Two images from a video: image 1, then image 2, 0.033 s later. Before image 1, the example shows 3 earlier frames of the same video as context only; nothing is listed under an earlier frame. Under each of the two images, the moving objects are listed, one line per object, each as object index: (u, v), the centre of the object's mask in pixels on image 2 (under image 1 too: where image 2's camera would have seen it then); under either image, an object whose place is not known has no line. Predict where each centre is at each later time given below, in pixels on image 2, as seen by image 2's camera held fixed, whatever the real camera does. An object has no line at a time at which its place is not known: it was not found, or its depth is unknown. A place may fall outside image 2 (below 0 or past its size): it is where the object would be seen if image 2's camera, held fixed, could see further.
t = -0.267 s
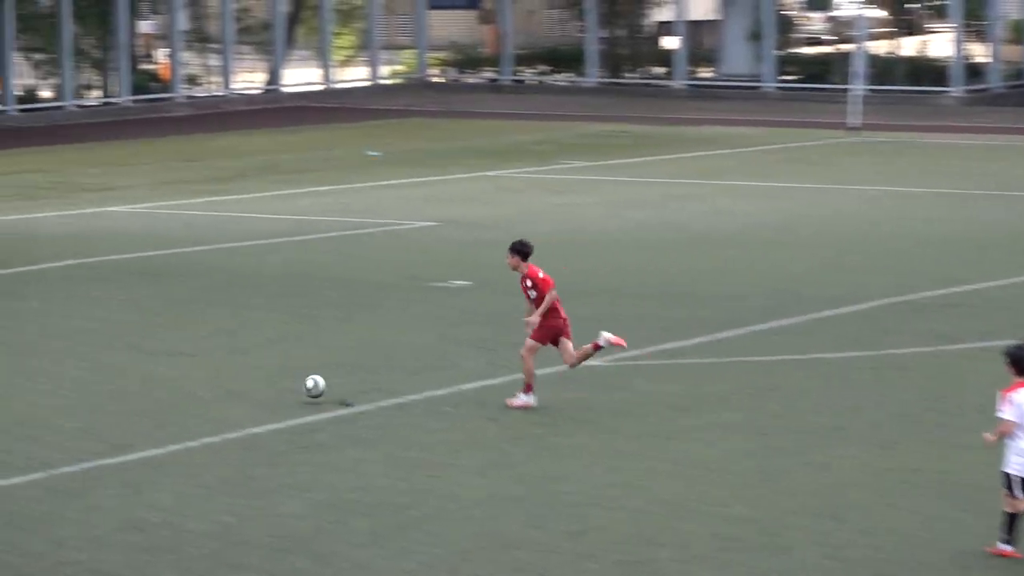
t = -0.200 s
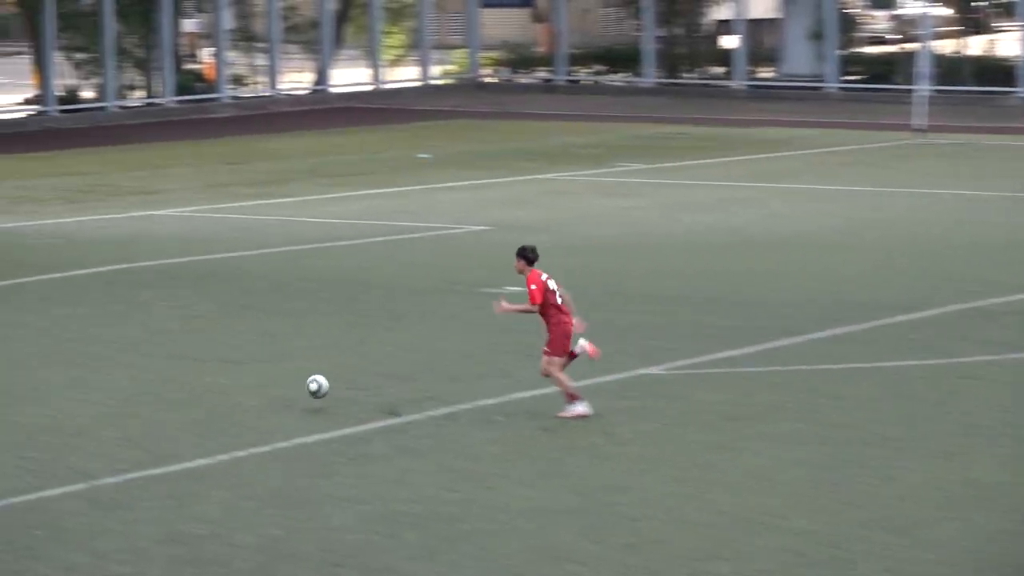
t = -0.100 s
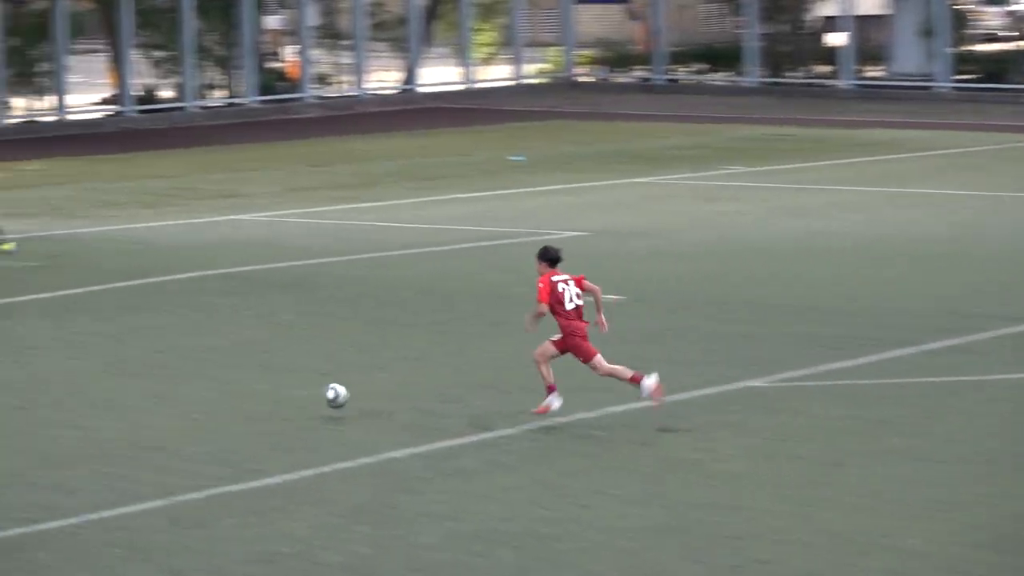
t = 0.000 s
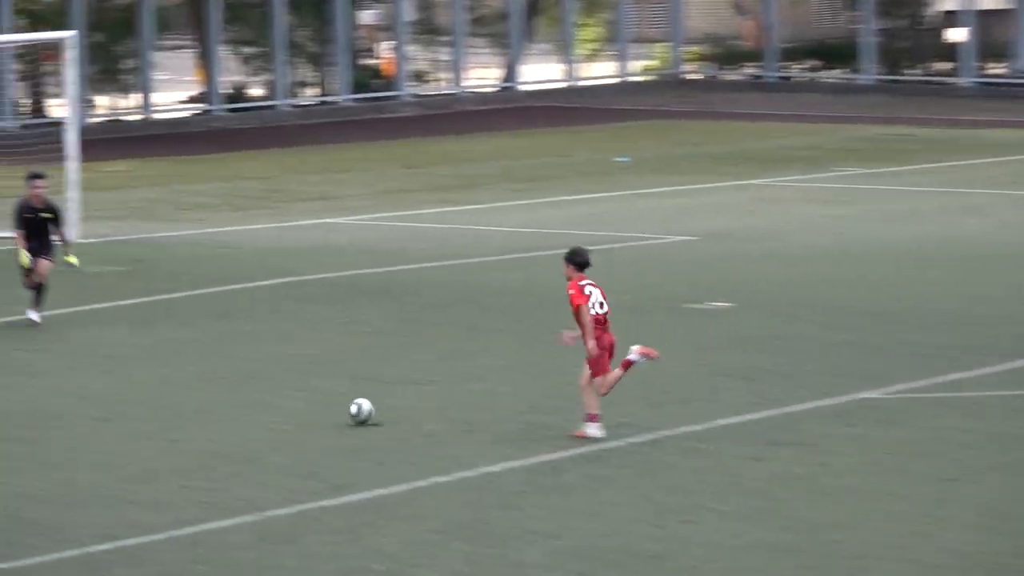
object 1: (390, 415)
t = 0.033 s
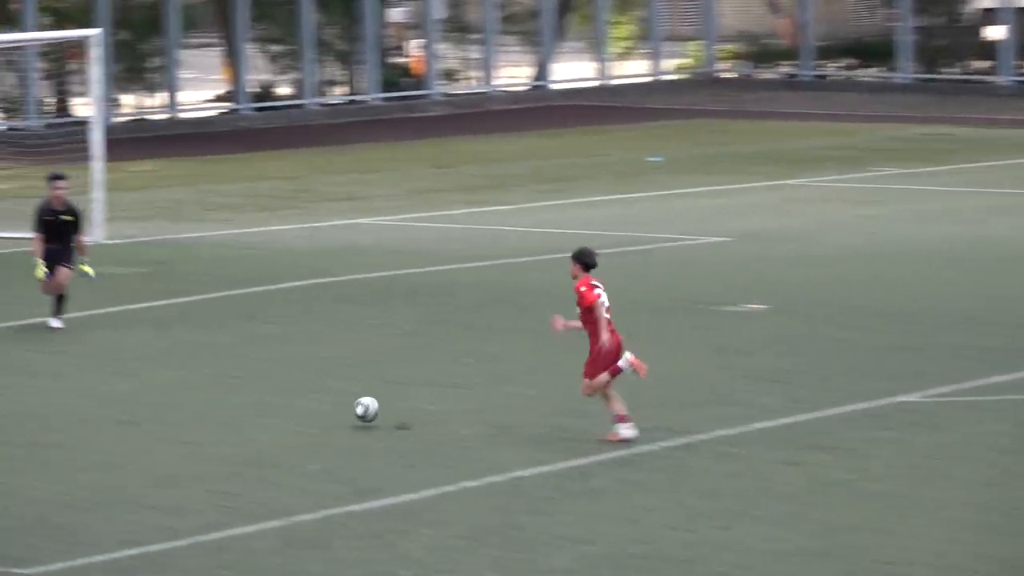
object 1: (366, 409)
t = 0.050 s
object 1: (355, 407)
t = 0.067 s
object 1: (343, 405)
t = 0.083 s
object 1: (332, 404)
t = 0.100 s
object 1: (320, 403)
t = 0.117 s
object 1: (309, 403)
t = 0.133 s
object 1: (298, 403)
